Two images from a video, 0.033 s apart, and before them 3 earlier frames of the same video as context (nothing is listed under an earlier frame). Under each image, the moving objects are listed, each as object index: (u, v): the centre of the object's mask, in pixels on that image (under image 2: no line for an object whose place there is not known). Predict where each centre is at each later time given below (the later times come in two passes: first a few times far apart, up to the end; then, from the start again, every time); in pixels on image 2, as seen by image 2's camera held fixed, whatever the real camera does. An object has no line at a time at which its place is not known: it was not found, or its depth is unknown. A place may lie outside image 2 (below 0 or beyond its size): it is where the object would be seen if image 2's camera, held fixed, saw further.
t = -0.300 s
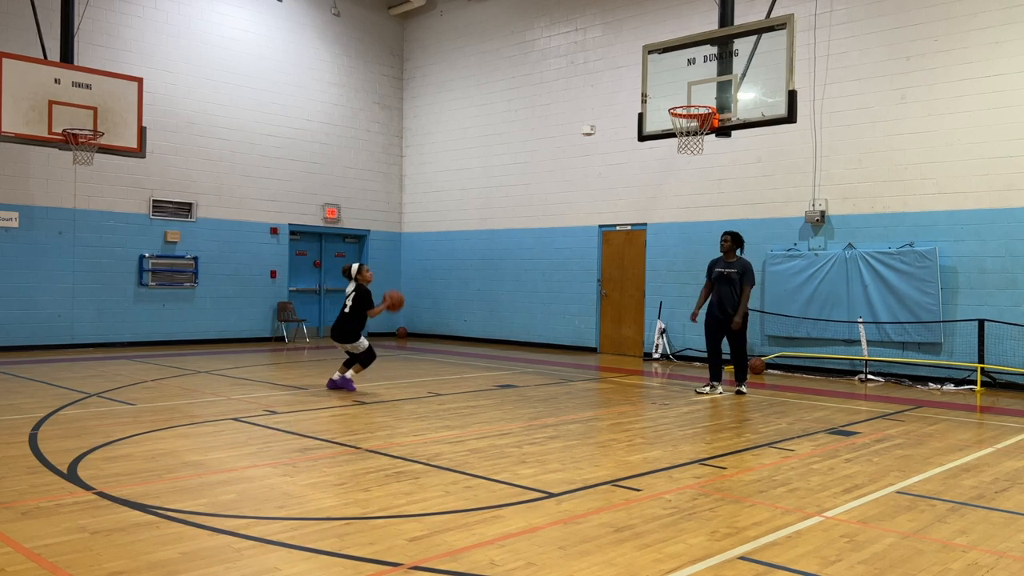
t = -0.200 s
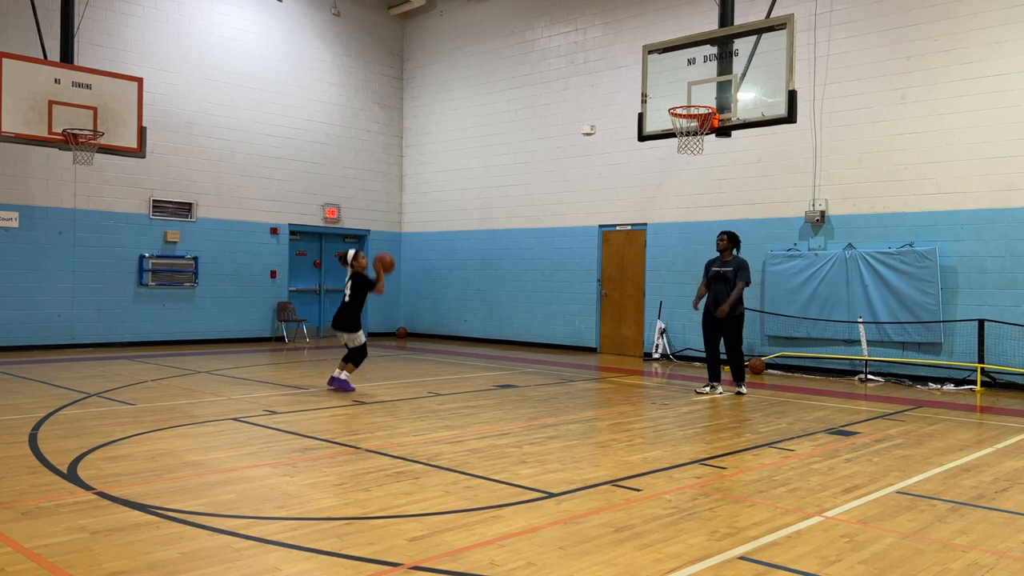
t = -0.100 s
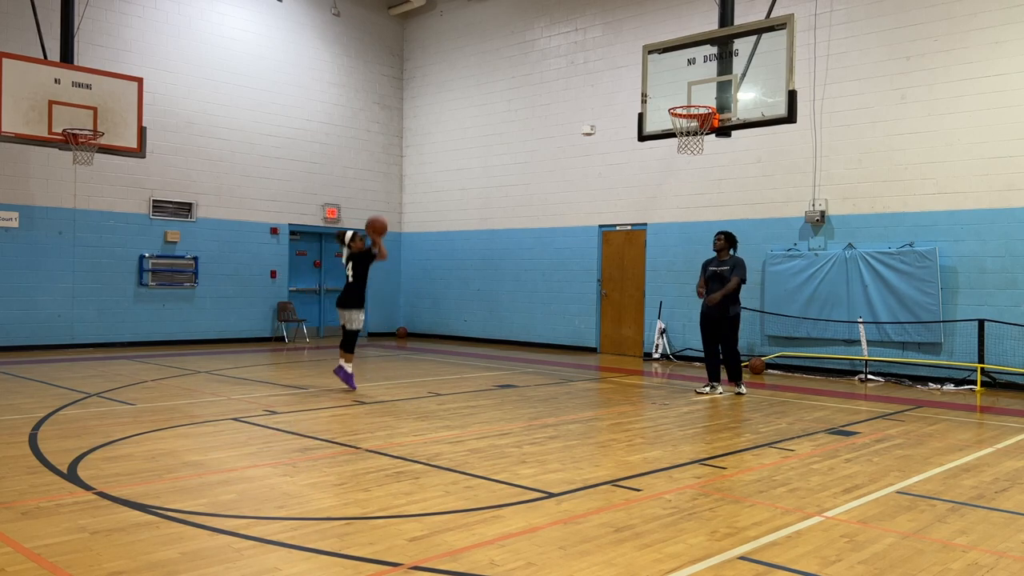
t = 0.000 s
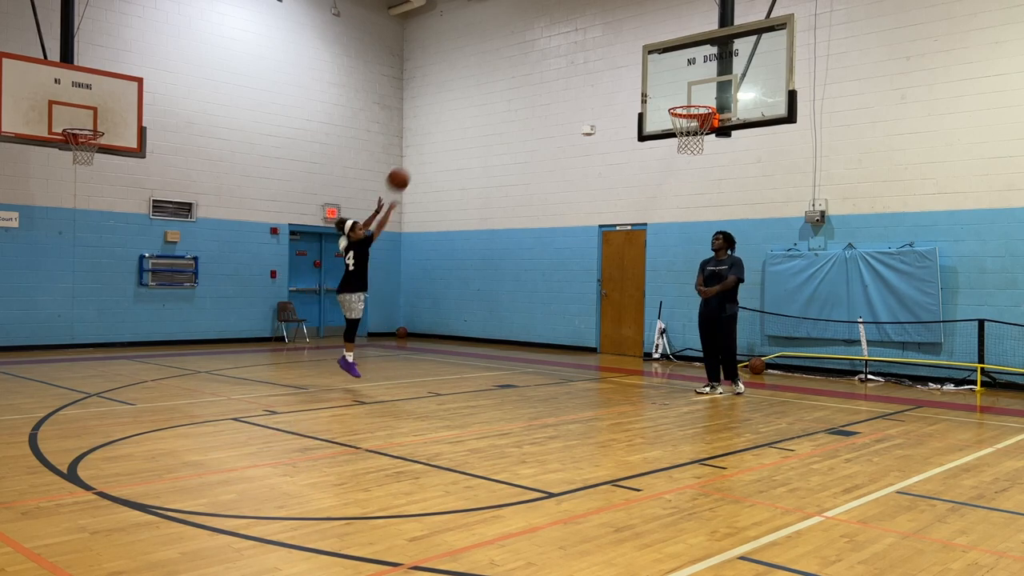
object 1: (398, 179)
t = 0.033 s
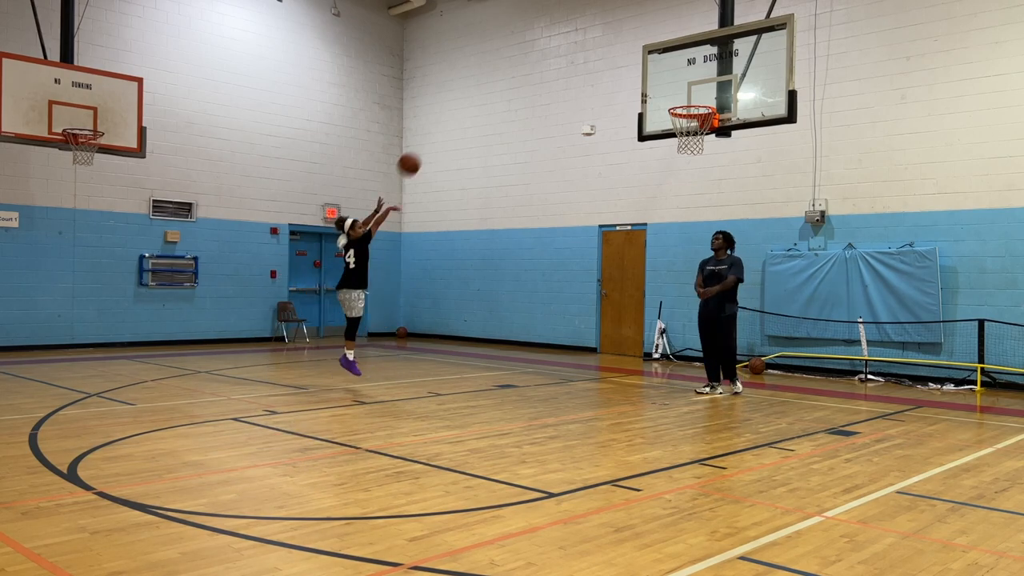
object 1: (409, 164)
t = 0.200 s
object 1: (464, 100)
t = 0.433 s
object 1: (541, 54)
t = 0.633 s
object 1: (605, 53)
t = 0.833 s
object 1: (670, 89)
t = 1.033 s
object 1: (715, 131)
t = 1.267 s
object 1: (713, 153)
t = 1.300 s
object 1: (712, 160)
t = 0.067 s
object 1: (420, 149)
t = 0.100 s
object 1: (431, 136)
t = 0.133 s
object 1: (442, 123)
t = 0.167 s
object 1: (453, 111)
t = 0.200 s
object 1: (464, 100)
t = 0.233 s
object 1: (475, 91)
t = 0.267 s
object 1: (486, 82)
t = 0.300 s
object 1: (497, 75)
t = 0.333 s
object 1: (508, 68)
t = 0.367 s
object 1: (519, 62)
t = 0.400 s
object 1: (530, 58)
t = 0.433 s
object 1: (541, 54)
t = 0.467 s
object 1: (551, 51)
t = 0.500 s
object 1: (562, 50)
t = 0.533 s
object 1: (573, 49)
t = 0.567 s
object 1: (584, 49)
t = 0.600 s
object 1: (595, 51)
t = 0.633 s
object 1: (605, 53)
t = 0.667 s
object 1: (616, 57)
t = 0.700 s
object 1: (627, 61)
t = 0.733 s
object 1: (637, 67)
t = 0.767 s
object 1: (648, 73)
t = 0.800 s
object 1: (659, 80)
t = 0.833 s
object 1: (670, 89)
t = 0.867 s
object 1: (680, 97)
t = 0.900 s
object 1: (690, 108)
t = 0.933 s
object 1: (701, 120)
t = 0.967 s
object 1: (710, 129)
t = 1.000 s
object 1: (714, 132)
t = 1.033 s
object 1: (715, 131)
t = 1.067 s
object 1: (715, 131)
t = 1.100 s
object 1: (713, 130)
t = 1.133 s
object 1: (714, 134)
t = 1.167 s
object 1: (715, 140)
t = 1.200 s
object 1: (714, 142)
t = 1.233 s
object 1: (713, 147)
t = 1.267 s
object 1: (713, 153)
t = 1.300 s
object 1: (712, 160)
